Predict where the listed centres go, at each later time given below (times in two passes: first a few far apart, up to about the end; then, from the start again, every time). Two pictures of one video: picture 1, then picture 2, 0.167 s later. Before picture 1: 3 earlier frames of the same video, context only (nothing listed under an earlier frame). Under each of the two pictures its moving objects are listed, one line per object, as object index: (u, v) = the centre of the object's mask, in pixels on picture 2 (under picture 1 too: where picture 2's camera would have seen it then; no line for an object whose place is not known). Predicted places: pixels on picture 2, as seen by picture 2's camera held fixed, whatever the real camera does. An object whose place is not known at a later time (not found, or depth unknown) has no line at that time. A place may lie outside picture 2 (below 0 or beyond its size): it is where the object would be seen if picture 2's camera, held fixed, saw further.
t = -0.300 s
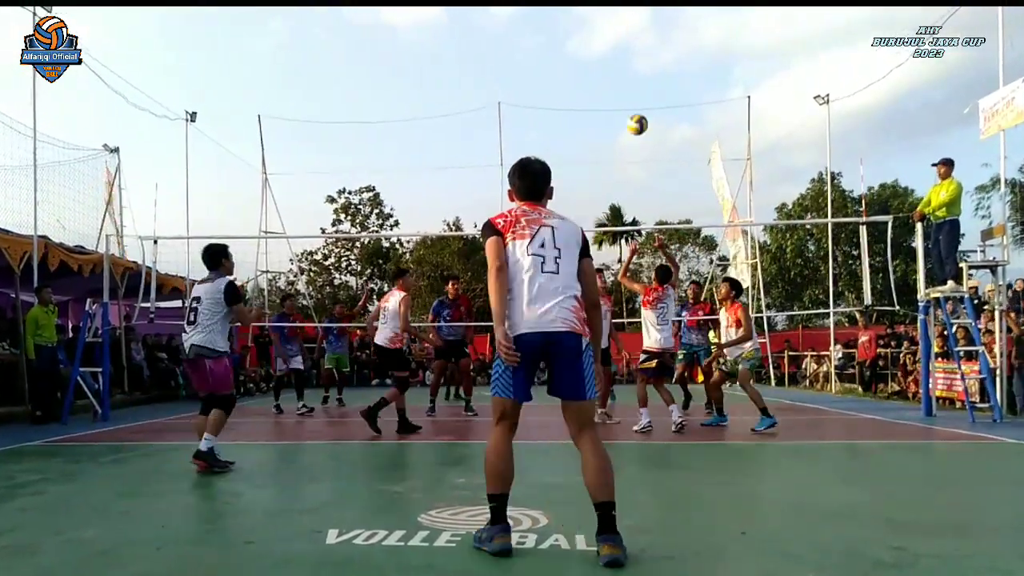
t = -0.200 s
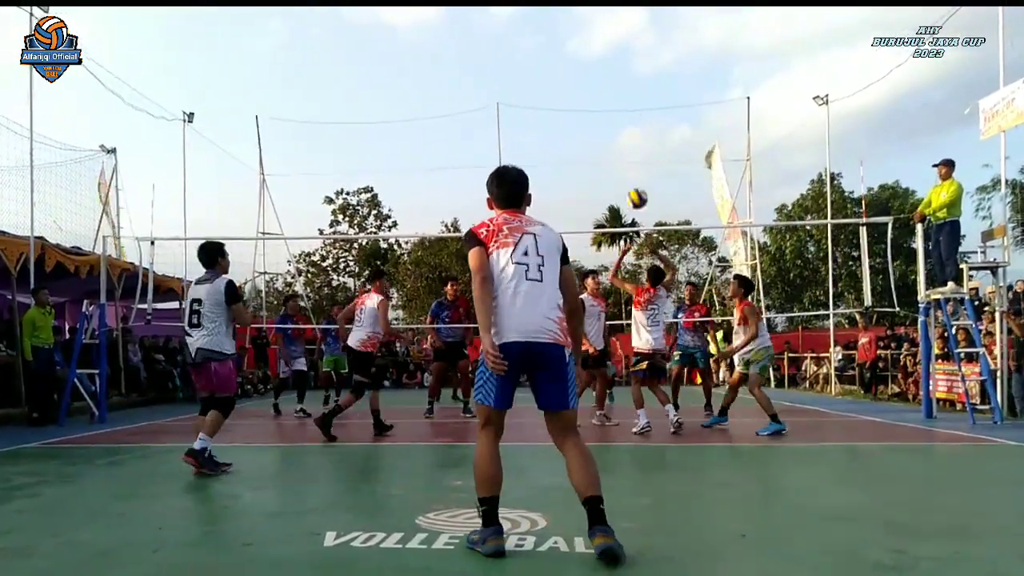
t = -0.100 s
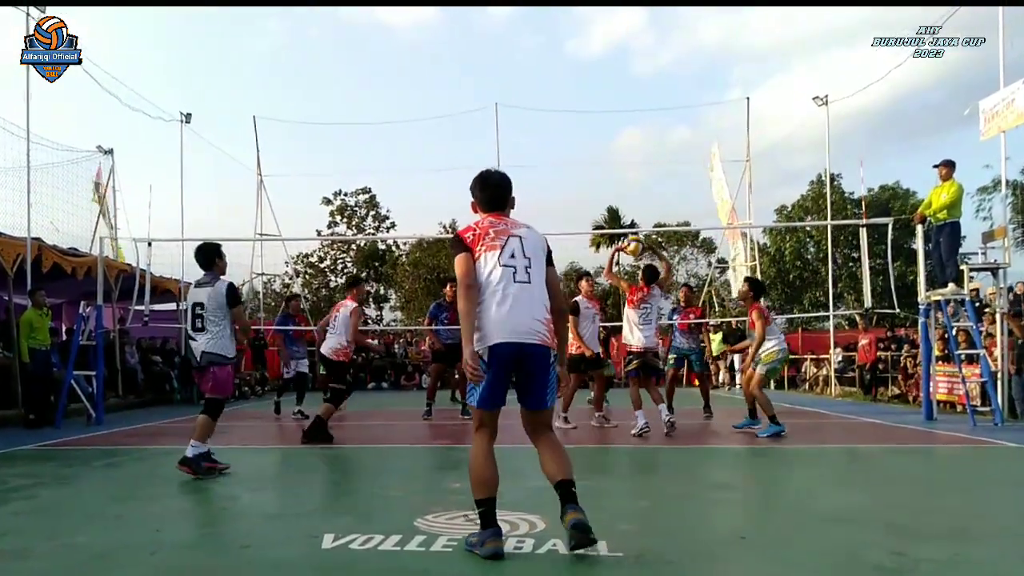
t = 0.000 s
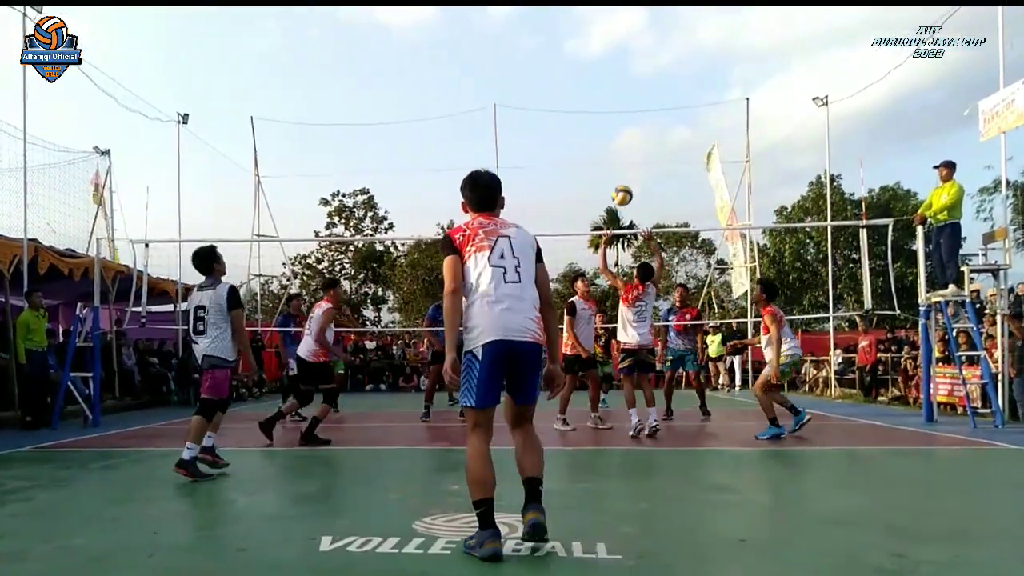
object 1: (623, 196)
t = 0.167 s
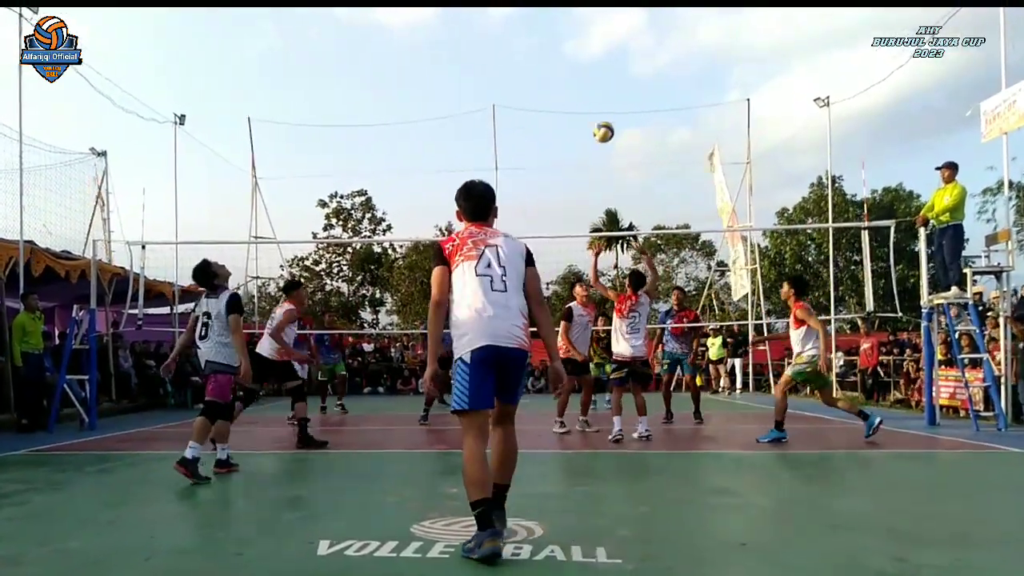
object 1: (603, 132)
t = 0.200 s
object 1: (600, 122)
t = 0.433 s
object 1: (573, 86)
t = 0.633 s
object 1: (551, 95)
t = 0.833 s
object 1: (531, 139)
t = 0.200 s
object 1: (600, 122)
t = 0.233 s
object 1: (596, 113)
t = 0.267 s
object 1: (592, 106)
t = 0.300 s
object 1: (588, 100)
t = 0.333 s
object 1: (584, 95)
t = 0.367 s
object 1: (580, 91)
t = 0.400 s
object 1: (577, 88)
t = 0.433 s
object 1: (573, 86)
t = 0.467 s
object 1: (569, 84)
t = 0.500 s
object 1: (566, 84)
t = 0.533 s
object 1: (562, 85)
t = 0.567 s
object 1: (558, 88)
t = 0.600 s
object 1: (555, 91)
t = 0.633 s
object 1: (551, 95)
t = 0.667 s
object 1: (548, 99)
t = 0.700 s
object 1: (544, 105)
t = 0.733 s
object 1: (541, 112)
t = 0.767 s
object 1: (537, 120)
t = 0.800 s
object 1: (534, 130)
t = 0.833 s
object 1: (531, 139)
